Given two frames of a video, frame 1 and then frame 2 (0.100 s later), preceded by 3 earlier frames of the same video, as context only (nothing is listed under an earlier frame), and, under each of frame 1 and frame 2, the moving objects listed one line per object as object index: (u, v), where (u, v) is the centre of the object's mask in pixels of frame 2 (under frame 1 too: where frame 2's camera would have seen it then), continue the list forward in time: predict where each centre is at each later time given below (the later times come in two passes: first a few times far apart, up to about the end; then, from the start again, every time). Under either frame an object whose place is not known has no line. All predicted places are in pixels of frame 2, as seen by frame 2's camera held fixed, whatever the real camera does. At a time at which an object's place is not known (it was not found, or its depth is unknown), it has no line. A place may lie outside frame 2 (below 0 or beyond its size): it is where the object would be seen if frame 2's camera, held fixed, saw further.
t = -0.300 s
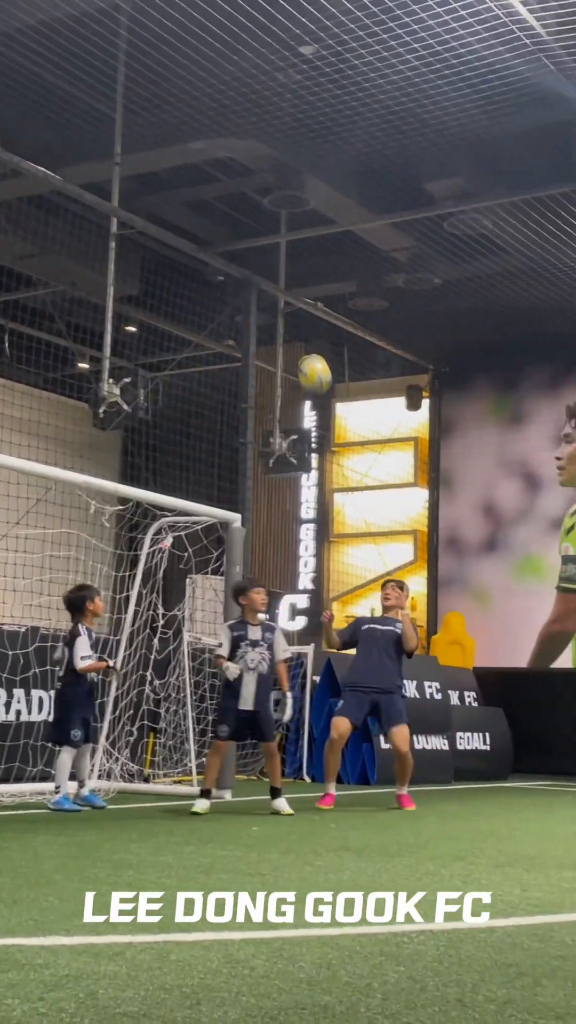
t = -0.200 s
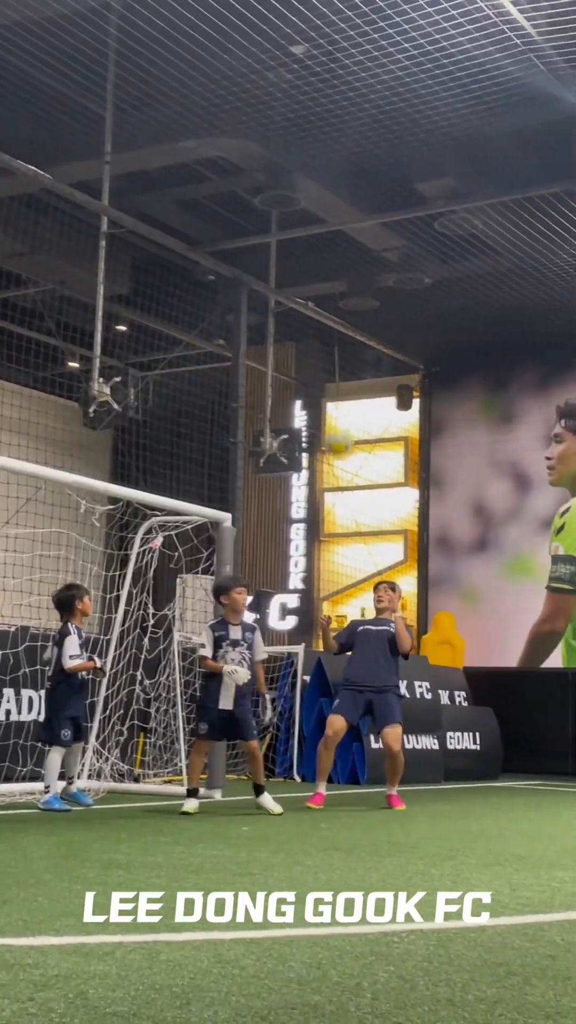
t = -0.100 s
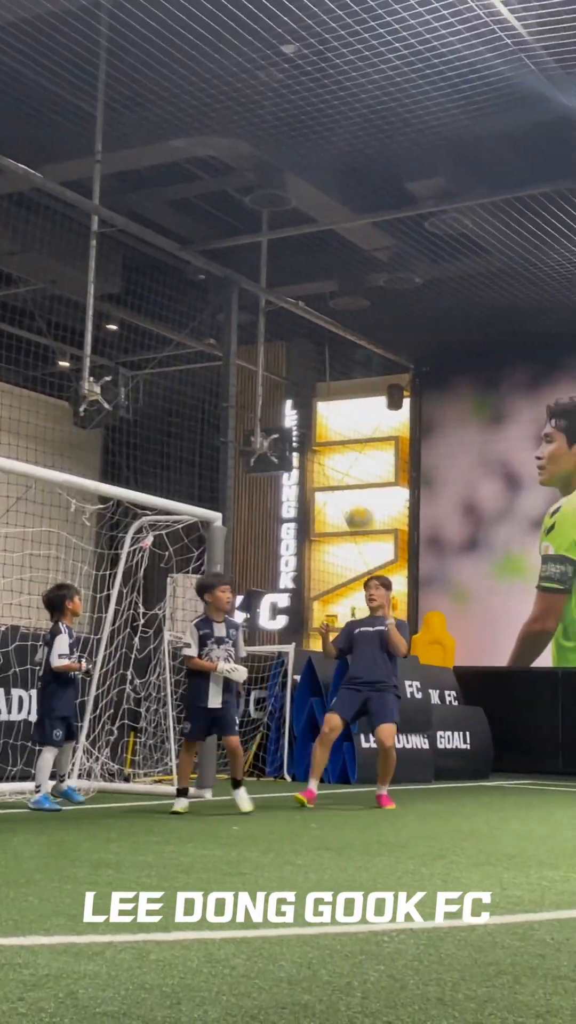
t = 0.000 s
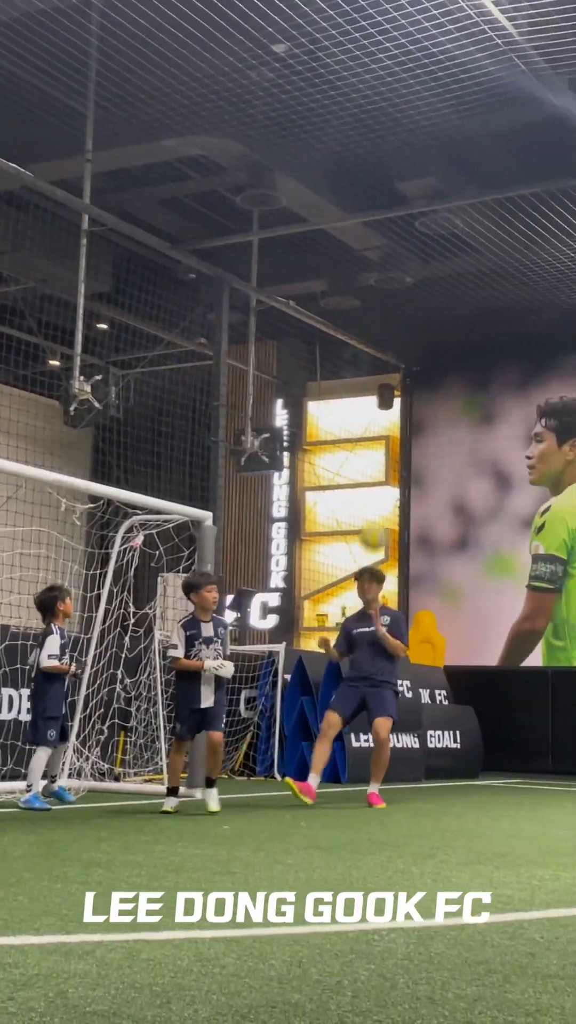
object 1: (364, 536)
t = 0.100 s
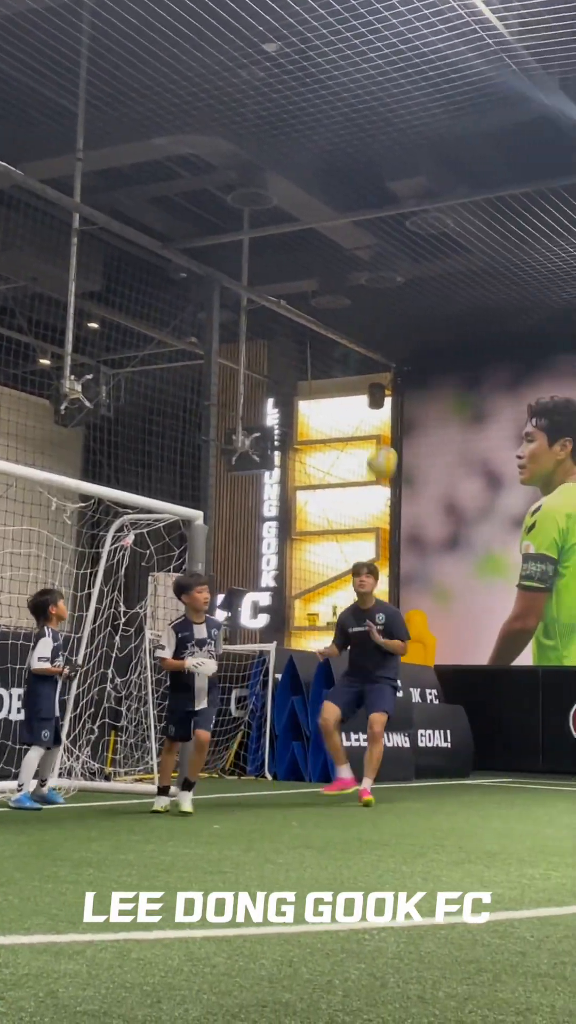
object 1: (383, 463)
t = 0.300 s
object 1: (417, 348)
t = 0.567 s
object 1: (474, 267)
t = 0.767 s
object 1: (524, 283)
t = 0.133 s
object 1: (388, 442)
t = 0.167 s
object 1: (395, 419)
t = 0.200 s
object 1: (400, 400)
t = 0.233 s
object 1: (405, 381)
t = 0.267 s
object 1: (411, 365)
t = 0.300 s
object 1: (417, 348)
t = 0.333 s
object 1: (423, 332)
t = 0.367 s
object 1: (430, 318)
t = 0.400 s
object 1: (437, 305)
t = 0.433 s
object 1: (444, 294)
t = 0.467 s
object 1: (451, 285)
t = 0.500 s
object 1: (459, 277)
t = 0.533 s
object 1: (467, 271)
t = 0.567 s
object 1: (474, 267)
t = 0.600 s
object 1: (482, 264)
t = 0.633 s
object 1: (490, 264)
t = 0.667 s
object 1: (498, 265)
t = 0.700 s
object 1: (506, 269)
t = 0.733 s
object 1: (515, 275)
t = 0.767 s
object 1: (524, 283)
